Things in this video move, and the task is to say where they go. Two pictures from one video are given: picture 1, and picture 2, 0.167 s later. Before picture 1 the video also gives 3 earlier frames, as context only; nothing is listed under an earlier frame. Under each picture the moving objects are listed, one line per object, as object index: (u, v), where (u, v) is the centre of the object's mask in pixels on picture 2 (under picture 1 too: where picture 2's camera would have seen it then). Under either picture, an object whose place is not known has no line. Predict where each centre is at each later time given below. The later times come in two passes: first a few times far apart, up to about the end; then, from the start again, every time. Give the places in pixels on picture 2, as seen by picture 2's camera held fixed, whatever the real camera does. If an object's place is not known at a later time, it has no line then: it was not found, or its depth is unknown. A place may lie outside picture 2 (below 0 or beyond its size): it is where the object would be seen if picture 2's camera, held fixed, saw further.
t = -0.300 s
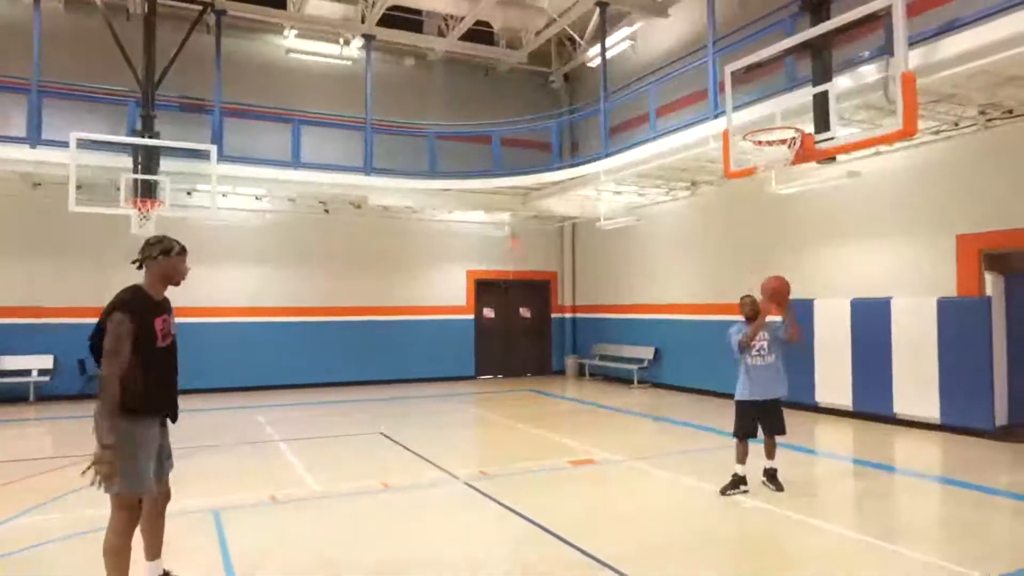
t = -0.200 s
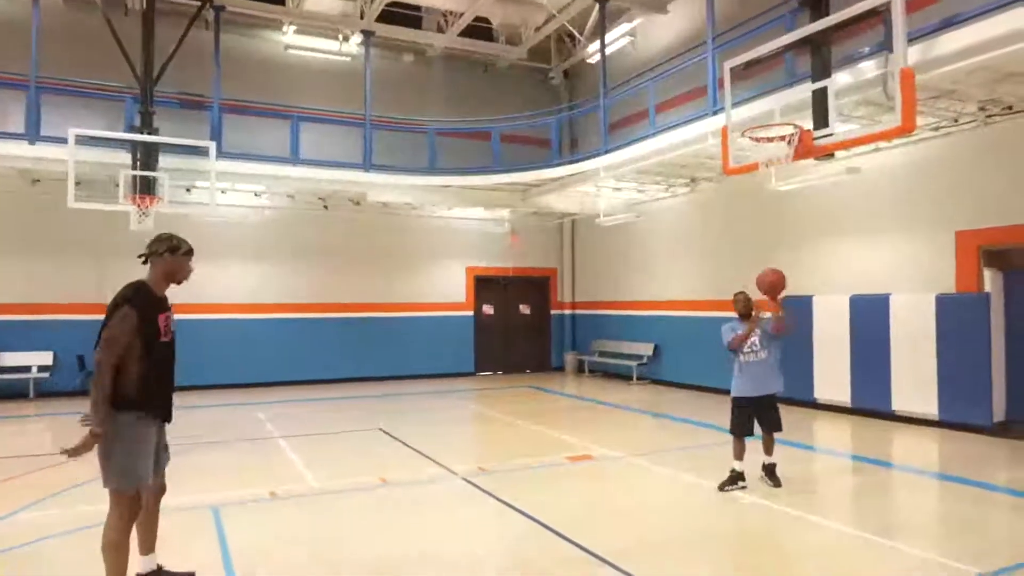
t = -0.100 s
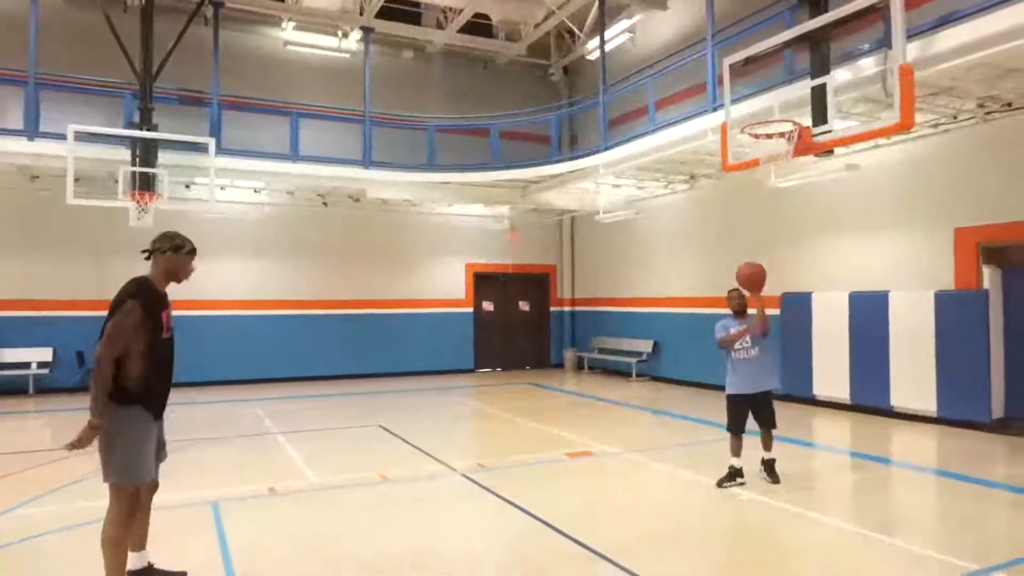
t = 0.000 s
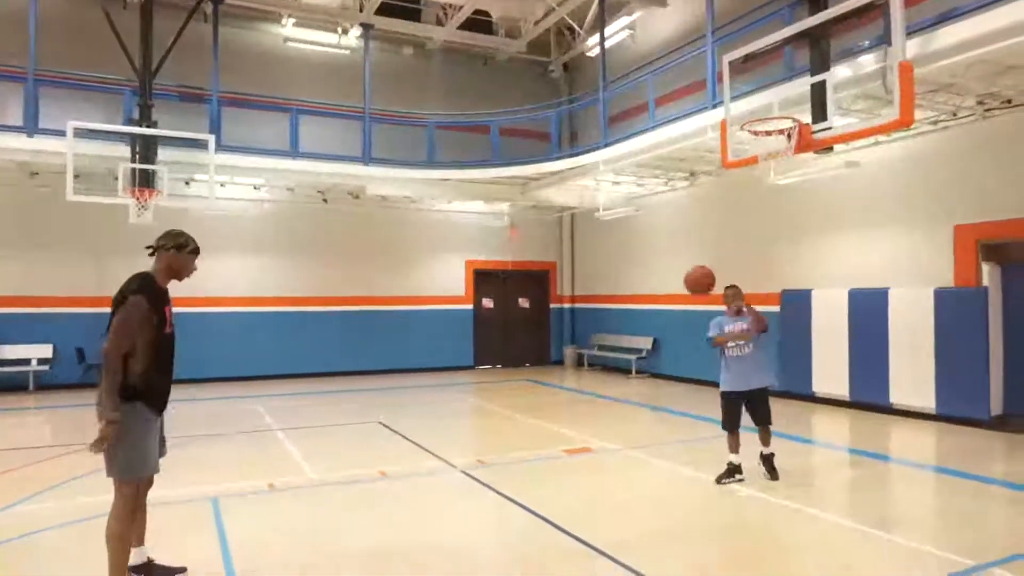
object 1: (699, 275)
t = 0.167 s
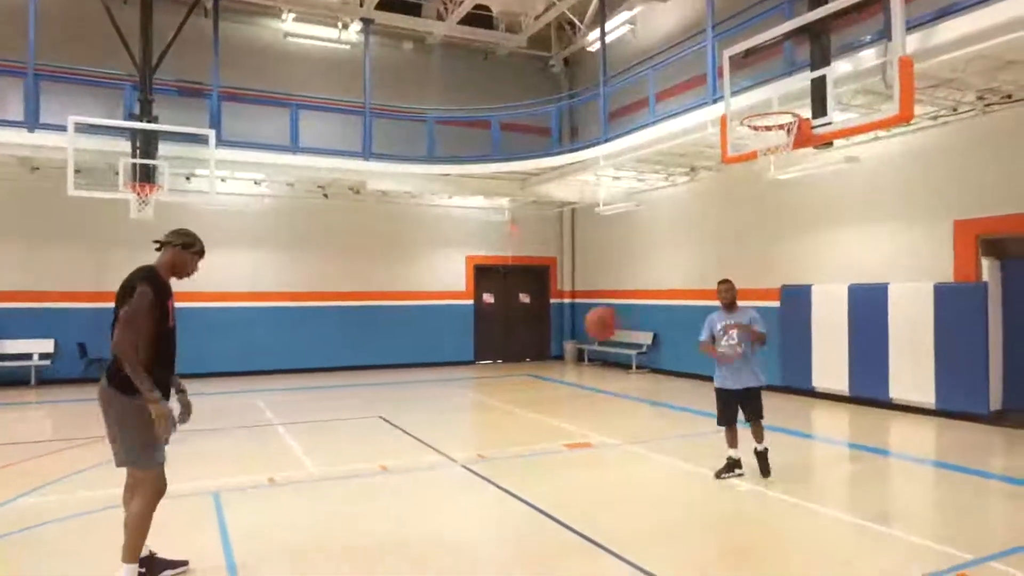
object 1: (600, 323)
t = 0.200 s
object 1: (580, 338)
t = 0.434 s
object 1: (402, 510)
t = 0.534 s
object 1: (345, 507)
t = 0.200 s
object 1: (580, 338)
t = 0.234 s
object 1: (556, 355)
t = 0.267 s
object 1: (533, 374)
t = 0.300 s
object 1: (508, 397)
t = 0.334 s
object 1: (483, 421)
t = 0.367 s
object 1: (457, 447)
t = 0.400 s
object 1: (430, 477)
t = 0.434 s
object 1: (402, 510)
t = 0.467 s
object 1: (374, 545)
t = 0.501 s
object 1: (359, 526)
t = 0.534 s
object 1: (345, 507)
